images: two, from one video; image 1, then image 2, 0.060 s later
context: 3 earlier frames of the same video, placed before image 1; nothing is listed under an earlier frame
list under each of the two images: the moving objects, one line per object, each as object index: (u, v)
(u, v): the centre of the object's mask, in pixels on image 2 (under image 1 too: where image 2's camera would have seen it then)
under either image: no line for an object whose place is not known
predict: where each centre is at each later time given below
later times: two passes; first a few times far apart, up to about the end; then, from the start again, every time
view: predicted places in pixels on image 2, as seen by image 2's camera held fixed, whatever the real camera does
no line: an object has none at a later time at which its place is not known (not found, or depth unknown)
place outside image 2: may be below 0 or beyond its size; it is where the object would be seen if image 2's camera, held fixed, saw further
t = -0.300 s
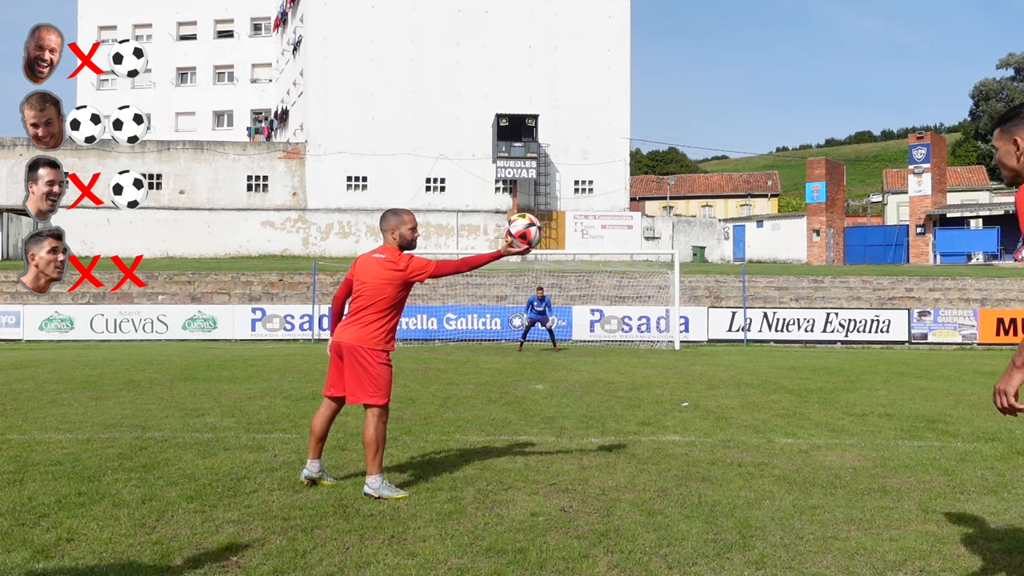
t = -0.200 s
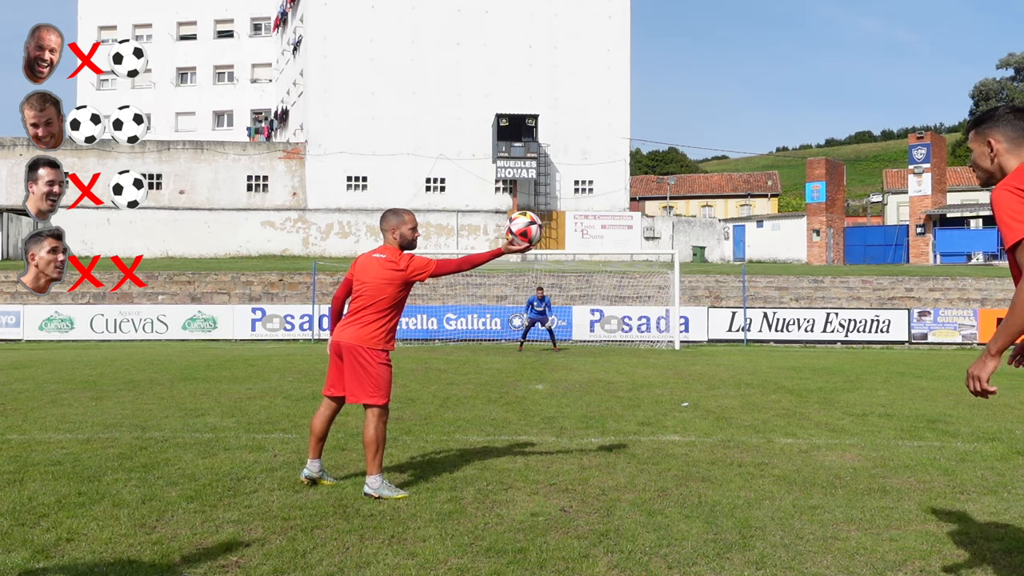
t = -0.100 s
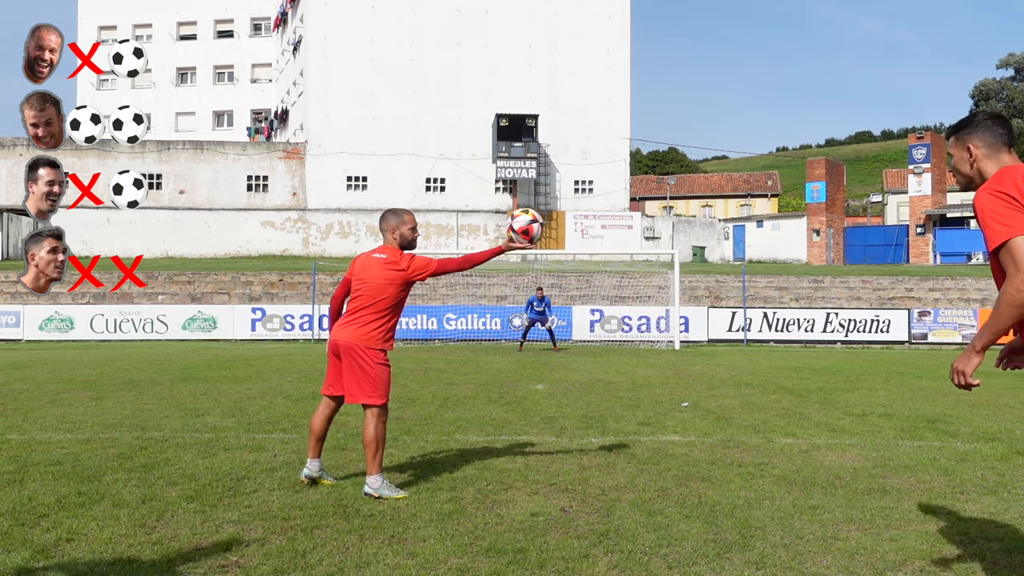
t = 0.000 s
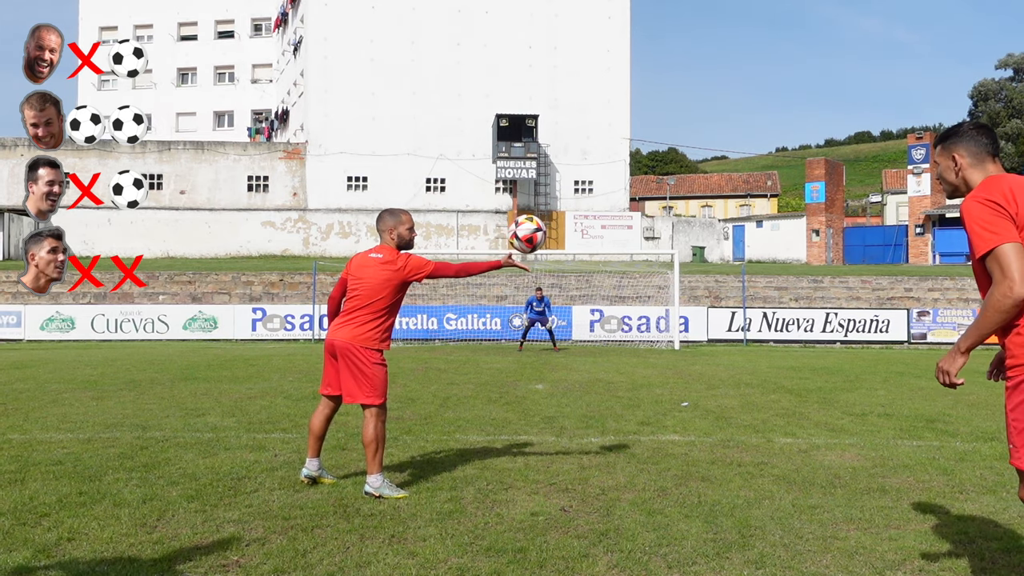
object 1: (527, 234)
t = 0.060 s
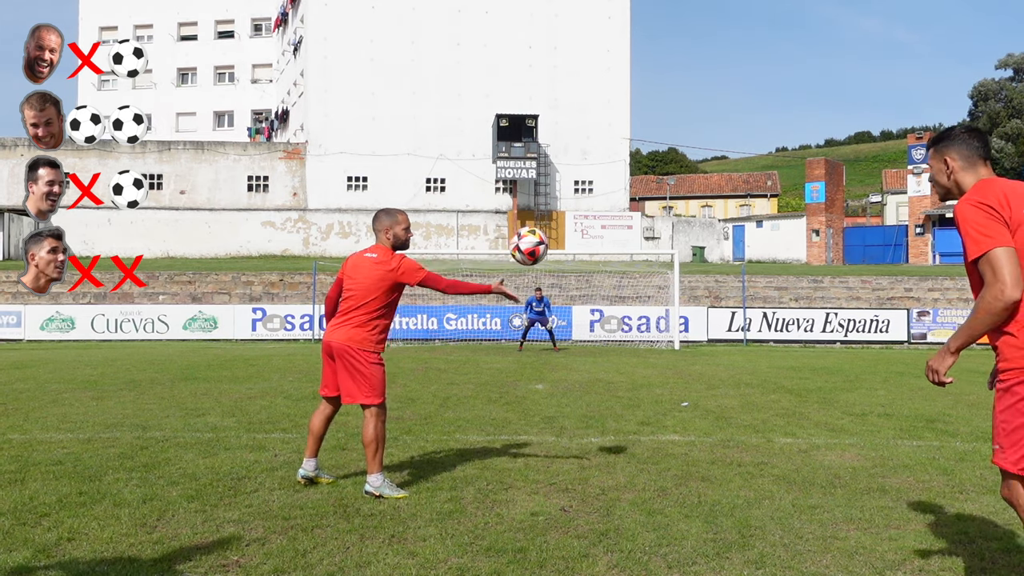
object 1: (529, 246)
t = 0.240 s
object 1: (532, 320)
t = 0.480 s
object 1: (537, 471)
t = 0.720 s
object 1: (541, 359)
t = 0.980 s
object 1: (545, 347)
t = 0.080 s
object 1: (529, 252)
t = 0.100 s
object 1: (529, 258)
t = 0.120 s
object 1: (530, 264)
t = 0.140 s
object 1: (530, 272)
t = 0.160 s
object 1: (531, 280)
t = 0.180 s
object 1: (531, 289)
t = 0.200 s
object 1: (532, 299)
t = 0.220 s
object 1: (532, 309)
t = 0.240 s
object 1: (532, 320)
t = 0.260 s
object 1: (533, 332)
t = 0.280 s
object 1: (533, 344)
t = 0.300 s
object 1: (534, 357)
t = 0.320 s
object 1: (534, 371)
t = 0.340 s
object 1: (535, 385)
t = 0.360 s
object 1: (535, 400)
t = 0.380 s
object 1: (535, 416)
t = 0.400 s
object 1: (536, 433)
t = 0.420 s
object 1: (536, 450)
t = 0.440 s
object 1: (537, 468)
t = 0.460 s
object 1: (537, 484)
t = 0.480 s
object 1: (537, 471)
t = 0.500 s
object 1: (538, 458)
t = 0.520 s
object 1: (538, 446)
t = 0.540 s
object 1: (538, 434)
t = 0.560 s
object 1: (539, 423)
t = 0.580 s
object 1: (539, 413)
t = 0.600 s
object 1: (539, 403)
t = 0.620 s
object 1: (540, 395)
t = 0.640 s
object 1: (540, 386)
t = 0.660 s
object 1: (540, 378)
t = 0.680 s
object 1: (541, 371)
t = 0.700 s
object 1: (541, 365)
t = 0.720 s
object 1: (541, 359)
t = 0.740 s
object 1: (542, 354)
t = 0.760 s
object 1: (542, 350)
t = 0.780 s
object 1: (542, 346)
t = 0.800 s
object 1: (543, 343)
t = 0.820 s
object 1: (543, 341)
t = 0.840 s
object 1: (543, 339)
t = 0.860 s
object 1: (543, 338)
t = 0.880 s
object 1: (544, 338)
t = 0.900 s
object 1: (544, 339)
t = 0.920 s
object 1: (544, 340)
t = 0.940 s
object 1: (545, 341)
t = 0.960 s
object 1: (545, 344)
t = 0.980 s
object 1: (545, 347)
